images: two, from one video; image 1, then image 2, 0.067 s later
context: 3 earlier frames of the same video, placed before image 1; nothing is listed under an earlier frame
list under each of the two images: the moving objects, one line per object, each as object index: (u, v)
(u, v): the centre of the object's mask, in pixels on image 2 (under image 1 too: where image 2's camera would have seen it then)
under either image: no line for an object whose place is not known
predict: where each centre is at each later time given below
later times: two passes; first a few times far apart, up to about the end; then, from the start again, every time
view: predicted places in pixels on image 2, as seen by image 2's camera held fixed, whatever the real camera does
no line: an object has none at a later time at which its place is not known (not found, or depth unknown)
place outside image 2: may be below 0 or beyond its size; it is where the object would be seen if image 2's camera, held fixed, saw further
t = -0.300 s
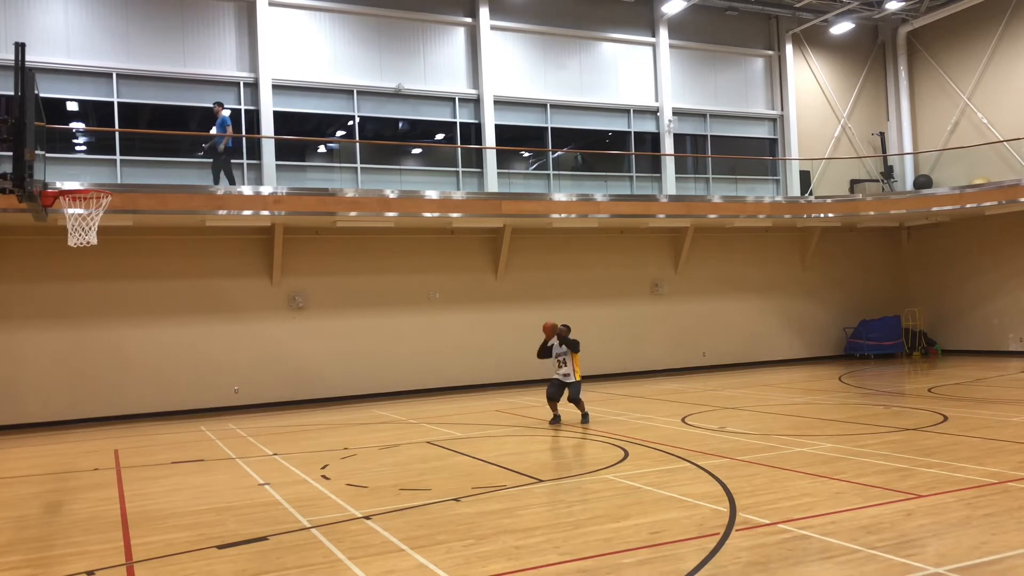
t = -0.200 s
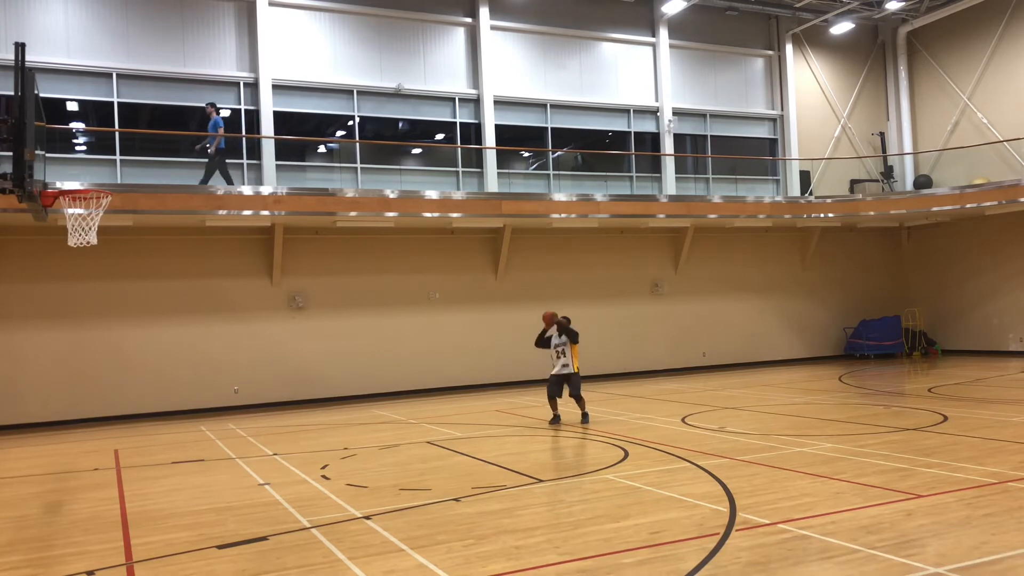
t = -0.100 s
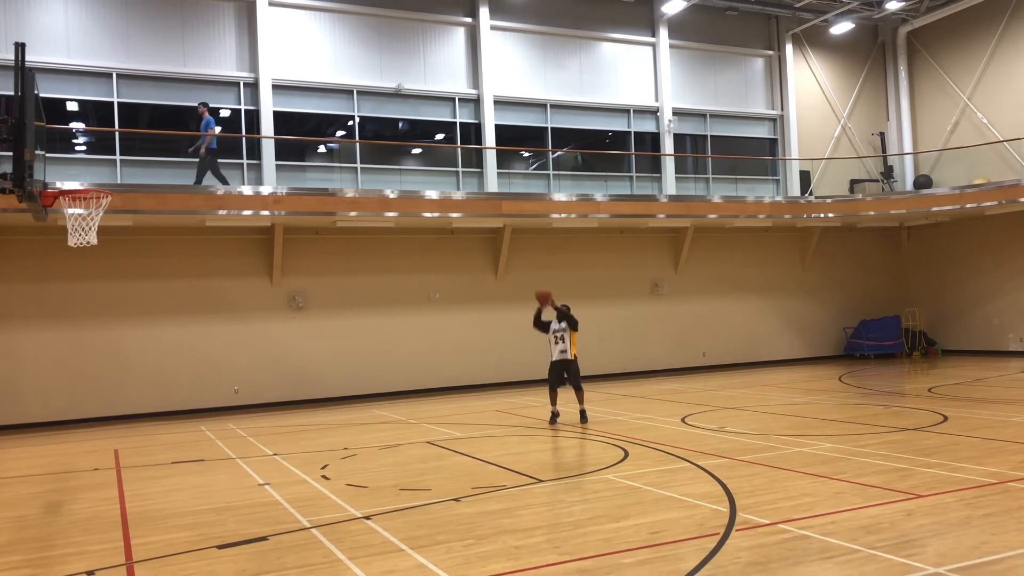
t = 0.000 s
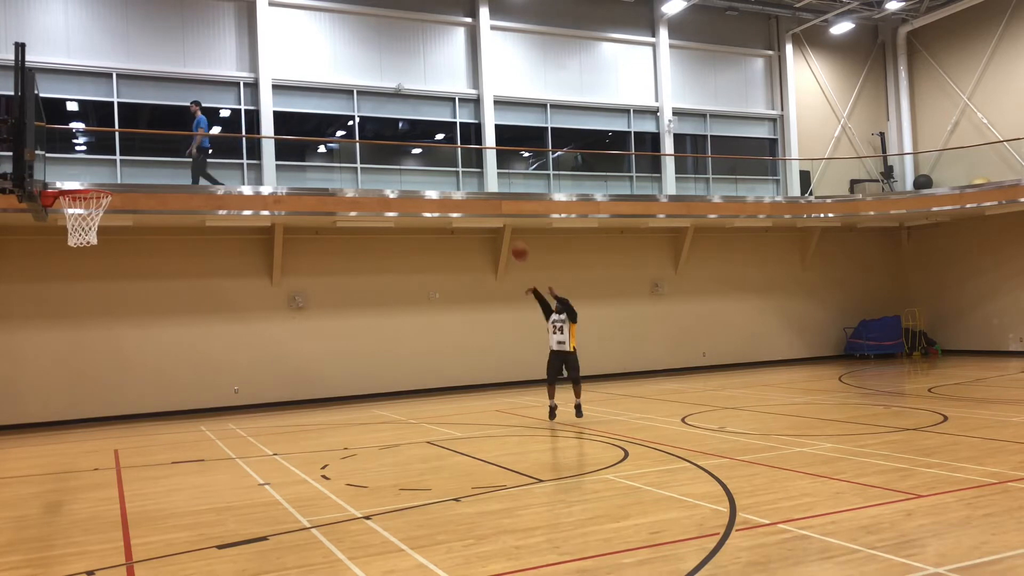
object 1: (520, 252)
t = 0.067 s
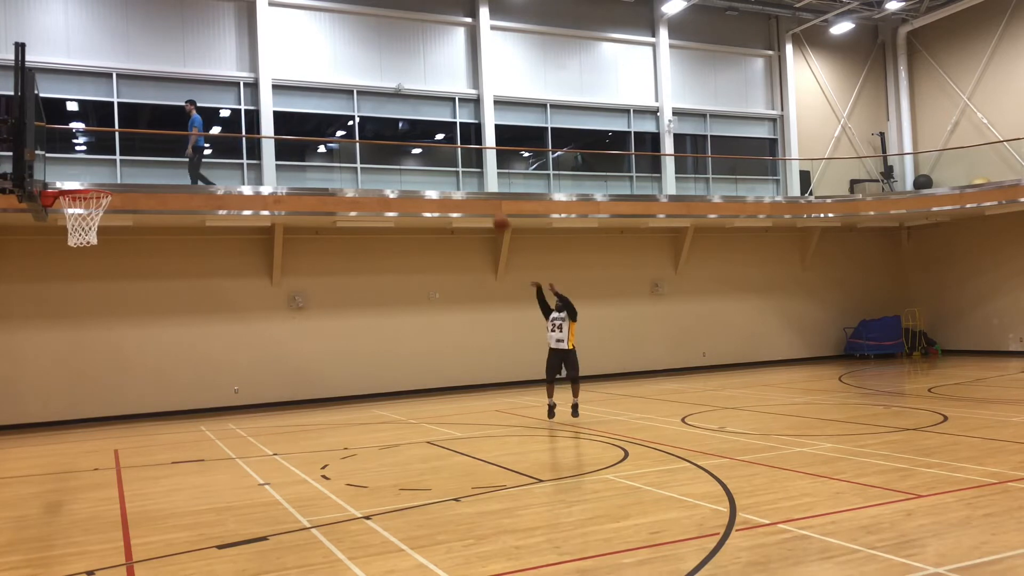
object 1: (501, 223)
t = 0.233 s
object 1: (454, 161)
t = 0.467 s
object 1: (382, 100)
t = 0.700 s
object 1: (305, 73)
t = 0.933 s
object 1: (220, 90)
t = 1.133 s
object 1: (139, 145)
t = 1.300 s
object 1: (65, 224)
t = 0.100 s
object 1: (492, 211)
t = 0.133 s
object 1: (482, 197)
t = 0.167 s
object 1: (473, 184)
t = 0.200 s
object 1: (464, 172)
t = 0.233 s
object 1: (454, 161)
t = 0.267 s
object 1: (444, 150)
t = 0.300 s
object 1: (434, 139)
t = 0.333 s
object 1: (423, 130)
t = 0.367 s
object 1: (414, 123)
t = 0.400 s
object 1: (403, 114)
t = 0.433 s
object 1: (393, 106)
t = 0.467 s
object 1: (382, 100)
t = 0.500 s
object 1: (372, 93)
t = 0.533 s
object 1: (361, 88)
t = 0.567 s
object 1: (349, 83)
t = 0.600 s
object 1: (338, 79)
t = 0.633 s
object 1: (328, 76)
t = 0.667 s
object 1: (316, 74)
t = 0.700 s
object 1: (305, 73)
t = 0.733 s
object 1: (293, 73)
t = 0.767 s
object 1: (281, 73)
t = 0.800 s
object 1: (269, 75)
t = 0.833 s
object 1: (257, 77)
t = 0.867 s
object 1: (245, 80)
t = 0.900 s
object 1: (232, 84)
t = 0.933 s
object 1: (220, 90)
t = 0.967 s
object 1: (207, 97)
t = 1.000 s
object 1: (194, 105)
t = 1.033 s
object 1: (180, 114)
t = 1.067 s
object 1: (167, 121)
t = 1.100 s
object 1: (152, 134)
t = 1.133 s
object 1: (139, 145)
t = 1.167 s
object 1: (125, 158)
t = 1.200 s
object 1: (109, 174)
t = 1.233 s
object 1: (95, 185)
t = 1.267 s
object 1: (81, 205)
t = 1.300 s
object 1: (65, 224)
